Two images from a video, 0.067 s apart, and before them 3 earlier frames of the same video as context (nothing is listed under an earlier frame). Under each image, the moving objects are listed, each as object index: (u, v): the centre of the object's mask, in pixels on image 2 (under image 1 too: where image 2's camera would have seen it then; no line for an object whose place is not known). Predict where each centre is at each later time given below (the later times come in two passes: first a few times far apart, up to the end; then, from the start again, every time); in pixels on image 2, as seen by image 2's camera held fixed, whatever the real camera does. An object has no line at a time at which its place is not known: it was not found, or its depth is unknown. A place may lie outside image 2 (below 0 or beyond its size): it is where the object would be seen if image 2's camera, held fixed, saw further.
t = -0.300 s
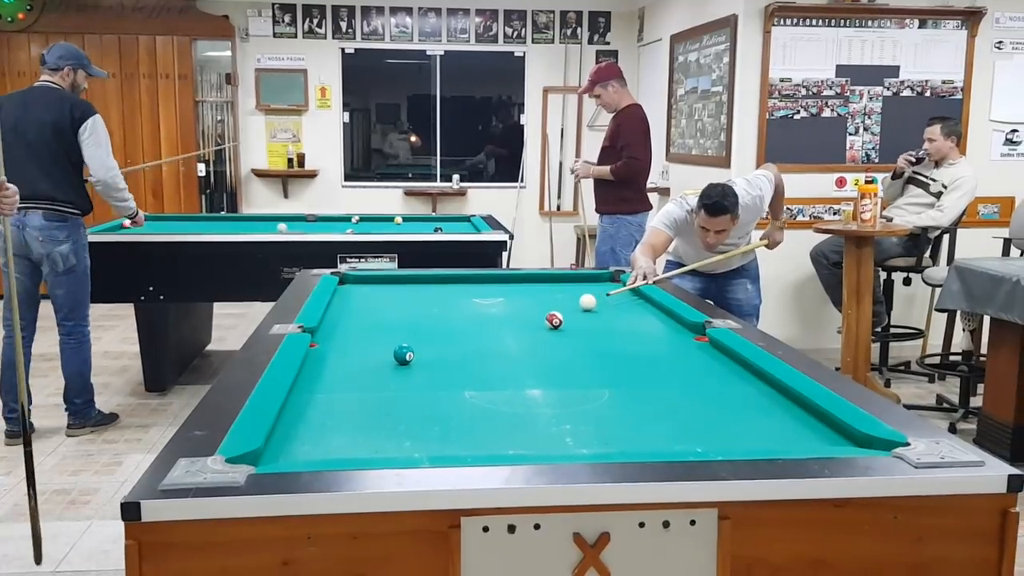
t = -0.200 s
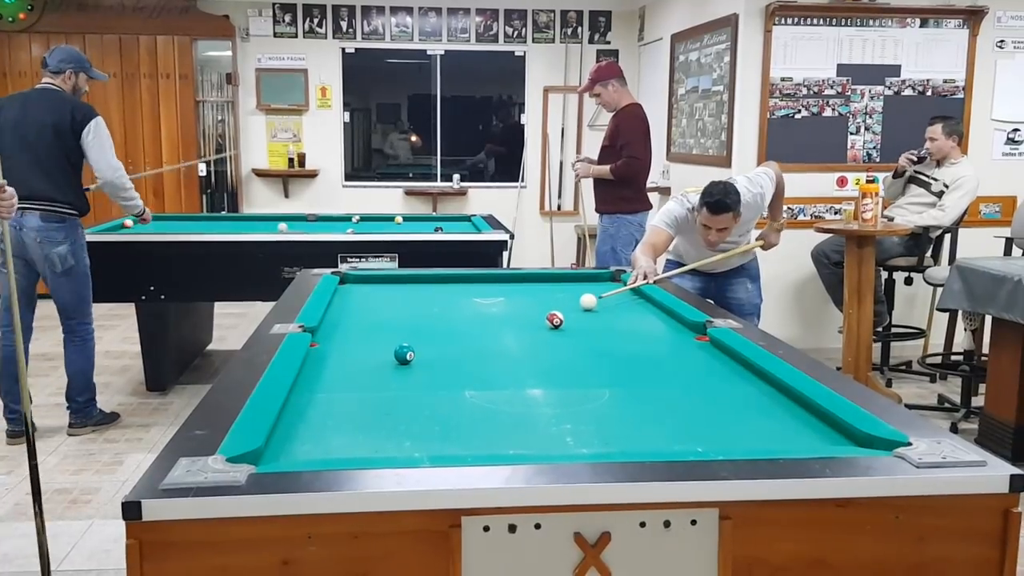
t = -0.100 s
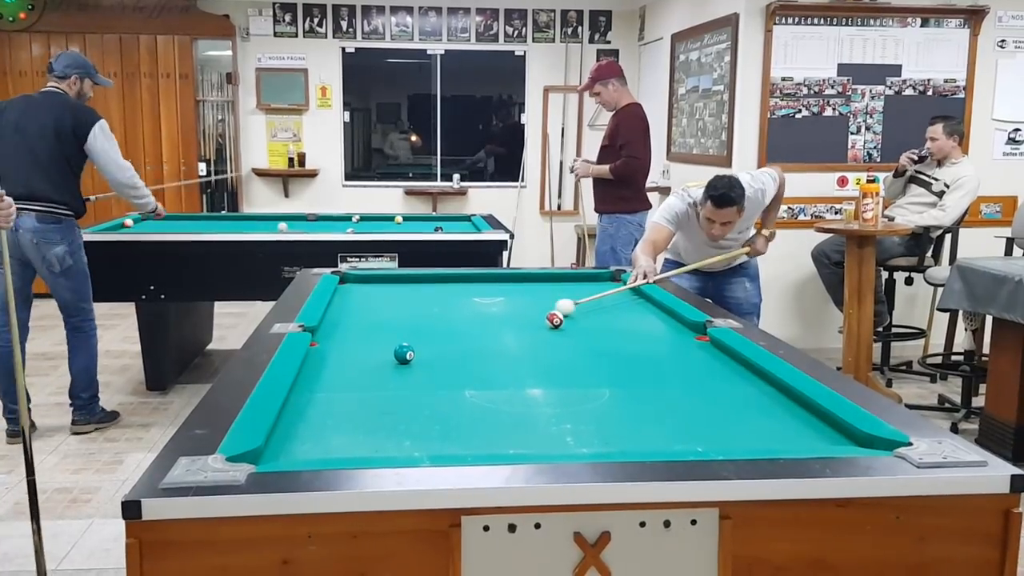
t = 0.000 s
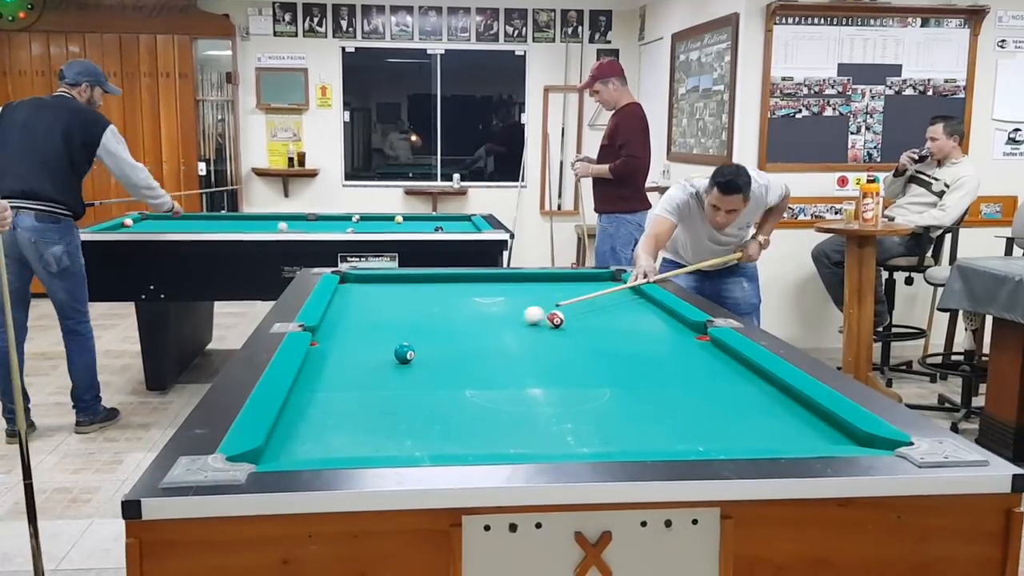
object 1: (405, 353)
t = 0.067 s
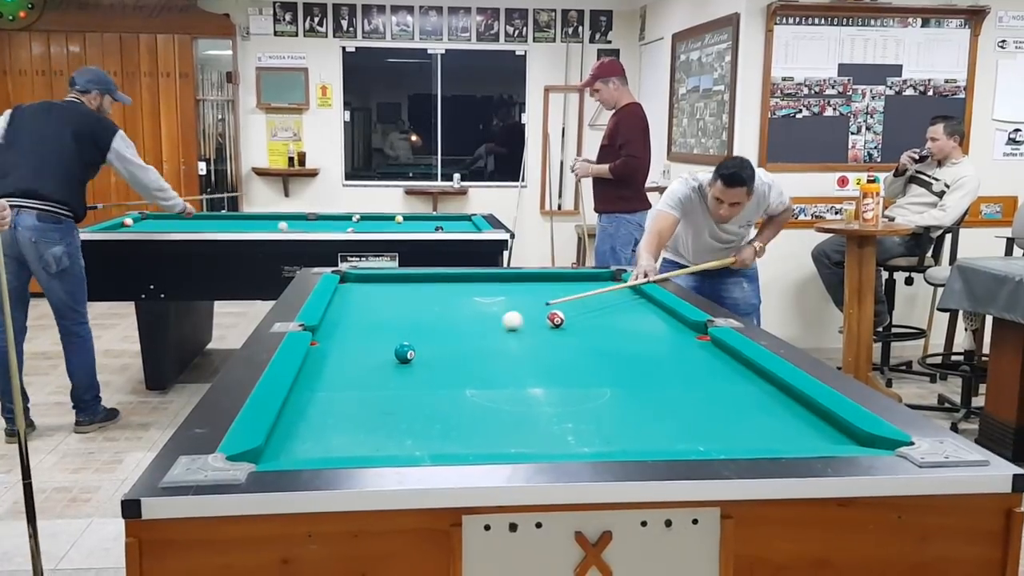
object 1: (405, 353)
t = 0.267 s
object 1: (404, 352)
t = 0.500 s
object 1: (374, 373)
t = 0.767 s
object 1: (324, 406)
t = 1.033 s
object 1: (284, 444)
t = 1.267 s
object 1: (275, 448)
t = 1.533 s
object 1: (312, 440)
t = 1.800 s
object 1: (342, 431)
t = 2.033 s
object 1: (362, 424)
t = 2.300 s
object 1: (381, 419)
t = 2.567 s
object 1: (396, 414)
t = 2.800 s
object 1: (405, 411)
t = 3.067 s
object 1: (411, 409)
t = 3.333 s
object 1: (412, 409)
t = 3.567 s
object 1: (412, 409)
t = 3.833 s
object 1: (412, 409)
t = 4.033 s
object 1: (412, 409)
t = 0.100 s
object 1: (404, 352)
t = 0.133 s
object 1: (404, 352)
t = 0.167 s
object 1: (404, 352)
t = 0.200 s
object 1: (404, 352)
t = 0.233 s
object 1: (404, 352)
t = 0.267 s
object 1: (404, 352)
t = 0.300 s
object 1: (404, 352)
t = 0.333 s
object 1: (404, 353)
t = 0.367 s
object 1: (397, 357)
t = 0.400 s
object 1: (391, 361)
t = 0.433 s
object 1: (385, 366)
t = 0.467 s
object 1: (379, 369)
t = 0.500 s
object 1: (374, 373)
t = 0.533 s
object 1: (368, 377)
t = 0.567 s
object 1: (362, 381)
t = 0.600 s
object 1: (357, 385)
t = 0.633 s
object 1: (351, 389)
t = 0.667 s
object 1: (344, 393)
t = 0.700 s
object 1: (337, 398)
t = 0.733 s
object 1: (331, 402)
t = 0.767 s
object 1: (324, 406)
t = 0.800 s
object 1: (317, 411)
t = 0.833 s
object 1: (310, 417)
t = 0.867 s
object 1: (302, 422)
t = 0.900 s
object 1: (294, 427)
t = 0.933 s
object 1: (286, 432)
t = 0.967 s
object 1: (282, 437)
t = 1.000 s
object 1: (283, 442)
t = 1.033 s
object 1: (284, 444)
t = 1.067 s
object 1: (285, 448)
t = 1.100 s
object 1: (285, 450)
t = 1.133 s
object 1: (285, 452)
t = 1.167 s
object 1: (282, 451)
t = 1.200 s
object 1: (279, 450)
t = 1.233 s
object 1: (276, 449)
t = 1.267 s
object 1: (275, 448)
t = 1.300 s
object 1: (279, 447)
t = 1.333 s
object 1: (285, 446)
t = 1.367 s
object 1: (290, 444)
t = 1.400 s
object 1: (295, 443)
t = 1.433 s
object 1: (299, 442)
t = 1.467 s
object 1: (303, 442)
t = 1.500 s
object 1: (308, 441)
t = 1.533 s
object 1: (312, 440)
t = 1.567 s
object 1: (316, 439)
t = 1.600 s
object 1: (321, 437)
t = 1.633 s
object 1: (324, 437)
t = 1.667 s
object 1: (328, 435)
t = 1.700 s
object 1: (331, 434)
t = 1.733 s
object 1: (335, 433)
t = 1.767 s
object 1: (338, 432)
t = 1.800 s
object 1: (342, 431)
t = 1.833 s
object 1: (345, 430)
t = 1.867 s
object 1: (348, 429)
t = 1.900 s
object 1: (351, 428)
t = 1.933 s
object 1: (354, 427)
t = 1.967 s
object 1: (357, 426)
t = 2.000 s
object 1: (360, 425)
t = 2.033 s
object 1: (362, 424)
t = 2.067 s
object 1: (365, 423)
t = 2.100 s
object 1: (368, 423)
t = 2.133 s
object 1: (370, 422)
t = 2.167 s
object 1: (373, 421)
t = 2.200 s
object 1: (375, 420)
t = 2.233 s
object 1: (377, 420)
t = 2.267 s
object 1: (379, 420)
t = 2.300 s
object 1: (381, 419)
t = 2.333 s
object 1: (383, 418)
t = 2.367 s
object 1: (385, 418)
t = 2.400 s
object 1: (387, 417)
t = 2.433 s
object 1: (389, 416)
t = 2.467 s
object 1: (391, 416)
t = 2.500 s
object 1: (393, 415)
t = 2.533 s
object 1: (394, 415)
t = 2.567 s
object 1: (396, 414)
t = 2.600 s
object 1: (397, 414)
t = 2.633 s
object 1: (399, 413)
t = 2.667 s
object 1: (400, 413)
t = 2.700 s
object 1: (401, 412)
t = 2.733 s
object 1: (402, 412)
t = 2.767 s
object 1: (404, 411)
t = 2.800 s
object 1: (405, 411)
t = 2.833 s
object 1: (406, 411)
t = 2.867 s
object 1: (407, 411)
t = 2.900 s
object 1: (408, 410)
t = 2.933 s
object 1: (408, 410)
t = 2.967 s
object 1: (409, 410)
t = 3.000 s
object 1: (410, 409)
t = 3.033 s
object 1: (411, 409)
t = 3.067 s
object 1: (411, 409)
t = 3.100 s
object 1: (412, 409)
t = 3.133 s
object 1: (412, 409)
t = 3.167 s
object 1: (412, 409)
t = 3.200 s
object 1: (412, 409)
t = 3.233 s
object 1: (412, 409)
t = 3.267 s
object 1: (413, 409)
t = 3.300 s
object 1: (413, 409)
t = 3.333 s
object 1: (412, 409)
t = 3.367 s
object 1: (412, 409)
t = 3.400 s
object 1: (412, 409)
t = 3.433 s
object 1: (412, 409)
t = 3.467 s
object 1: (412, 409)
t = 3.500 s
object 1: (412, 409)
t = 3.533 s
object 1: (412, 409)
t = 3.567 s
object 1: (412, 409)
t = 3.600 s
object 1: (412, 409)
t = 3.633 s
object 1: (412, 409)
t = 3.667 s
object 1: (412, 409)
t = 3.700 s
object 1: (412, 409)
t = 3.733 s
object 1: (412, 409)
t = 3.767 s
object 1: (412, 409)
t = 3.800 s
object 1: (412, 409)
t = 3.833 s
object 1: (412, 409)
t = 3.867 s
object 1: (412, 409)
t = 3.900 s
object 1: (412, 409)
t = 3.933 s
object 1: (412, 409)
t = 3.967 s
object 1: (412, 409)
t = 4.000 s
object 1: (412, 409)
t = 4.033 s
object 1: (412, 409)
